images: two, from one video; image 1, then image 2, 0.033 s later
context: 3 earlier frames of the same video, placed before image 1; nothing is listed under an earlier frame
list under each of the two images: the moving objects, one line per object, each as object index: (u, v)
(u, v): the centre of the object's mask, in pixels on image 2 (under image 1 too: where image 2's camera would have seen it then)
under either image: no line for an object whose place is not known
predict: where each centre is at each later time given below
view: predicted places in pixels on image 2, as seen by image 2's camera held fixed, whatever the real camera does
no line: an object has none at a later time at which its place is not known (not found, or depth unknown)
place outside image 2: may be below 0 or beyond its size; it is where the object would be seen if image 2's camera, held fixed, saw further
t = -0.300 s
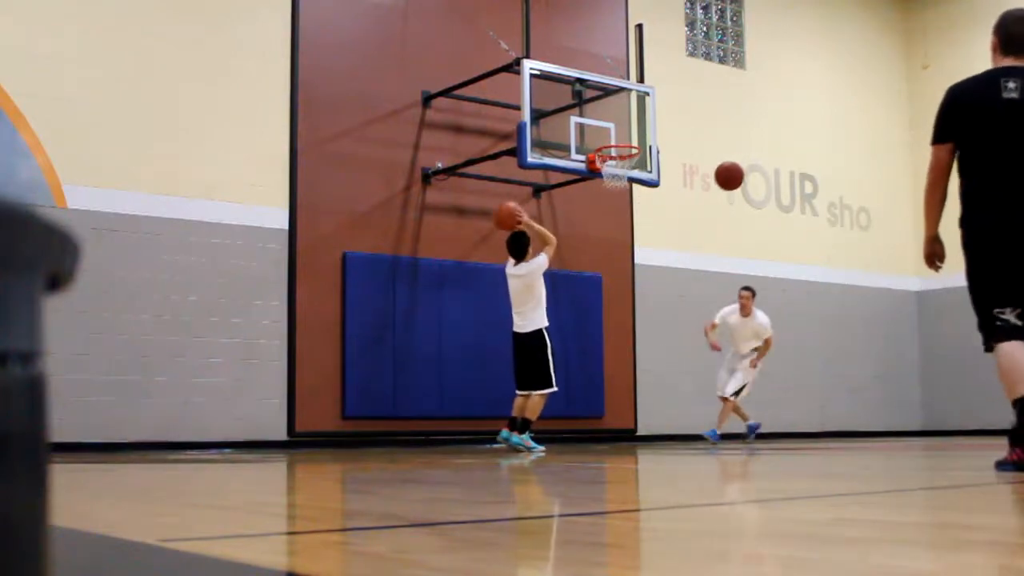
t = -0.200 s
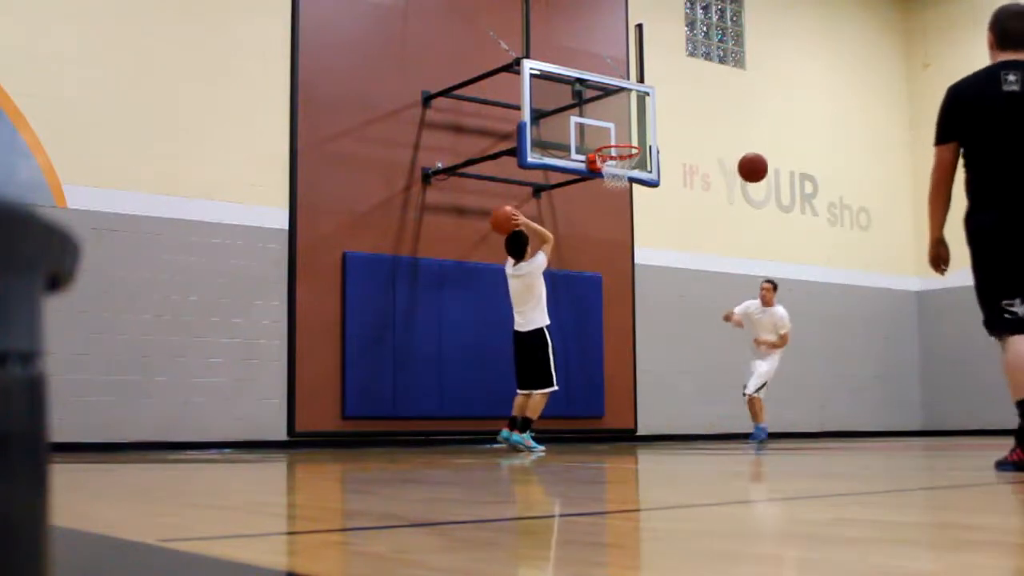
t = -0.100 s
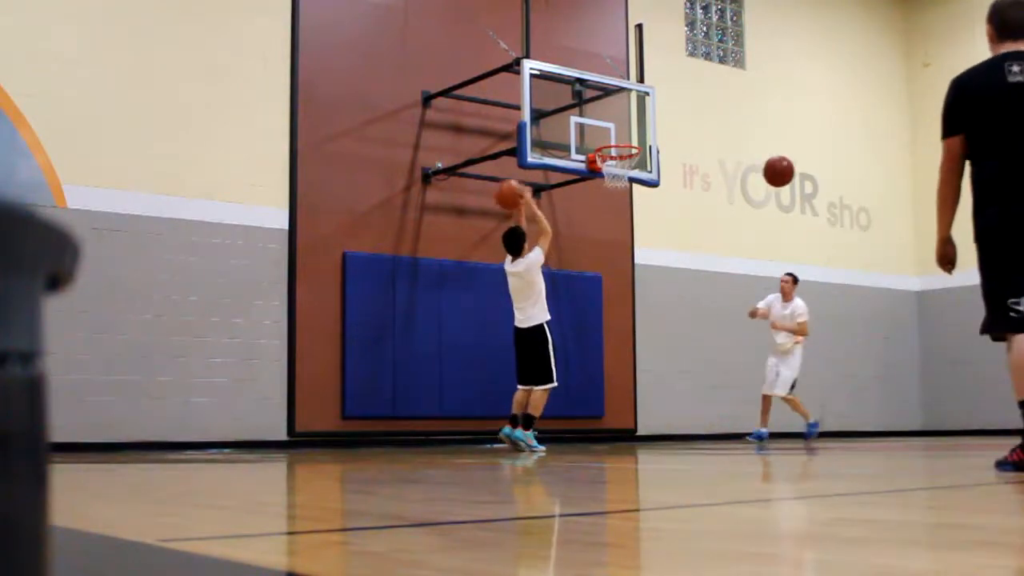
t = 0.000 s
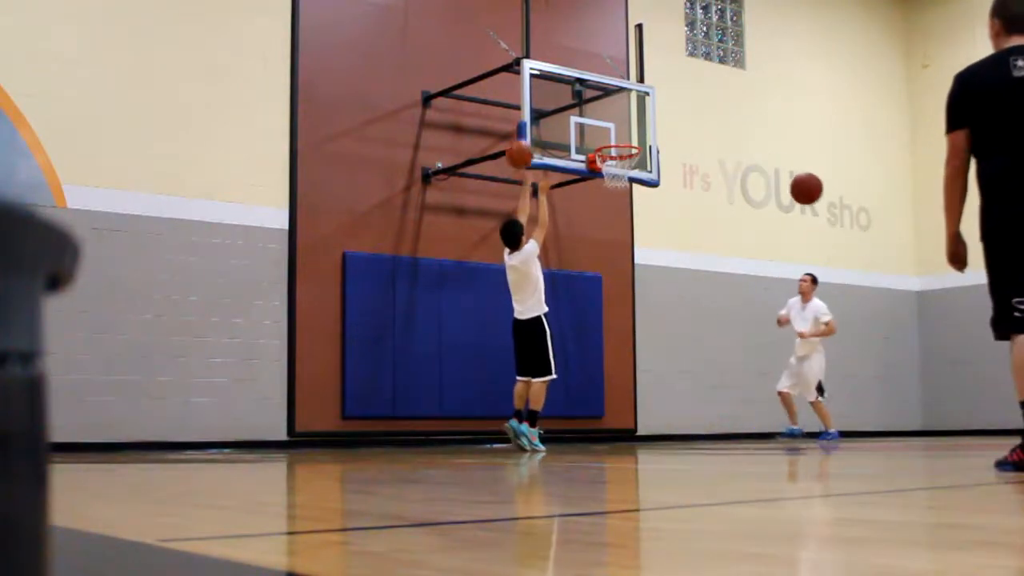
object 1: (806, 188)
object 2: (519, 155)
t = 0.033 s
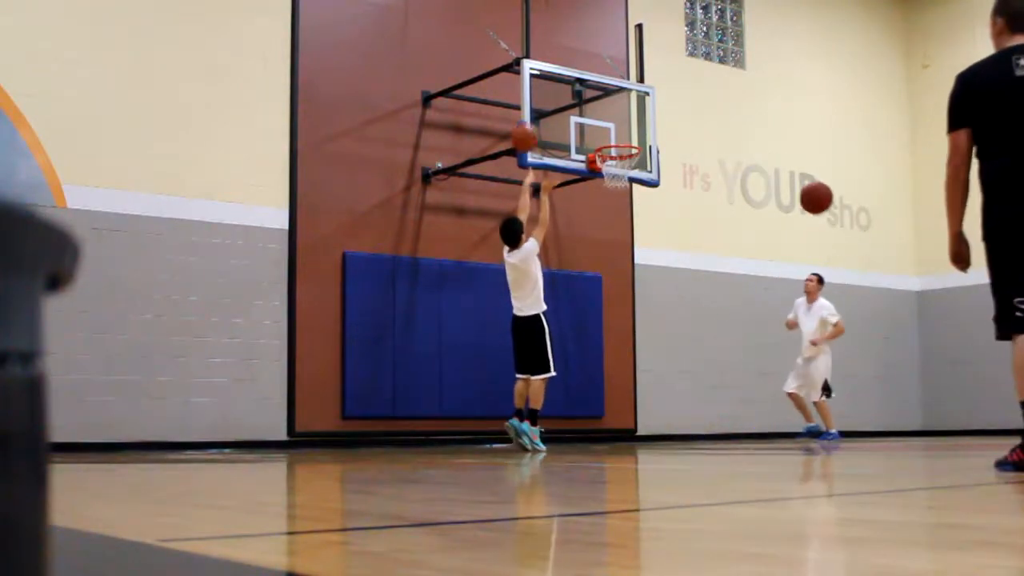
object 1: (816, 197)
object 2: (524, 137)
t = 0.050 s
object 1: (821, 203)
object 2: (525, 129)
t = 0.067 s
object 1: (826, 208)
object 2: (529, 123)
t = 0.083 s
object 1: (831, 214)
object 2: (531, 116)
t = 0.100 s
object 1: (836, 221)
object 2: (534, 109)
